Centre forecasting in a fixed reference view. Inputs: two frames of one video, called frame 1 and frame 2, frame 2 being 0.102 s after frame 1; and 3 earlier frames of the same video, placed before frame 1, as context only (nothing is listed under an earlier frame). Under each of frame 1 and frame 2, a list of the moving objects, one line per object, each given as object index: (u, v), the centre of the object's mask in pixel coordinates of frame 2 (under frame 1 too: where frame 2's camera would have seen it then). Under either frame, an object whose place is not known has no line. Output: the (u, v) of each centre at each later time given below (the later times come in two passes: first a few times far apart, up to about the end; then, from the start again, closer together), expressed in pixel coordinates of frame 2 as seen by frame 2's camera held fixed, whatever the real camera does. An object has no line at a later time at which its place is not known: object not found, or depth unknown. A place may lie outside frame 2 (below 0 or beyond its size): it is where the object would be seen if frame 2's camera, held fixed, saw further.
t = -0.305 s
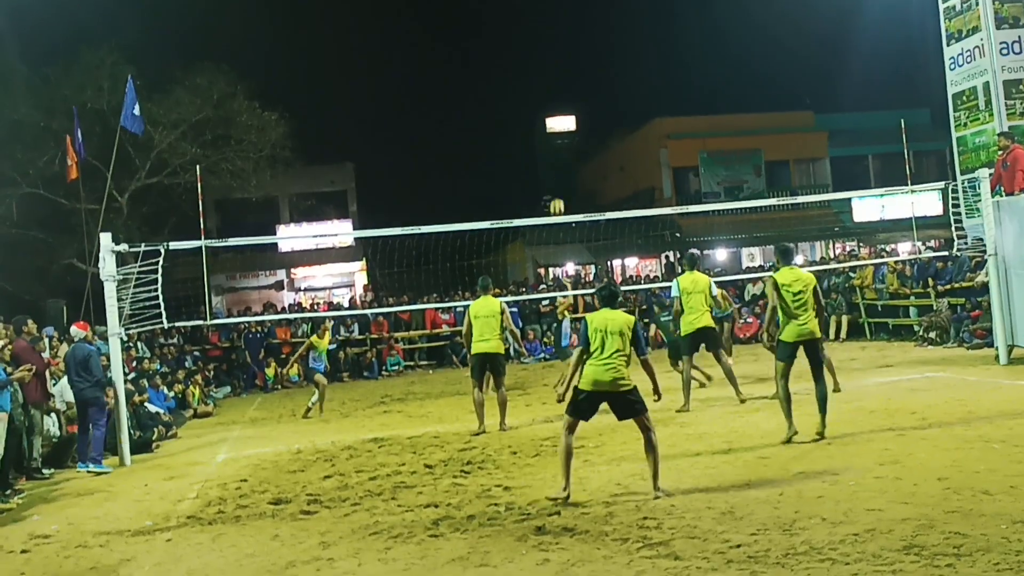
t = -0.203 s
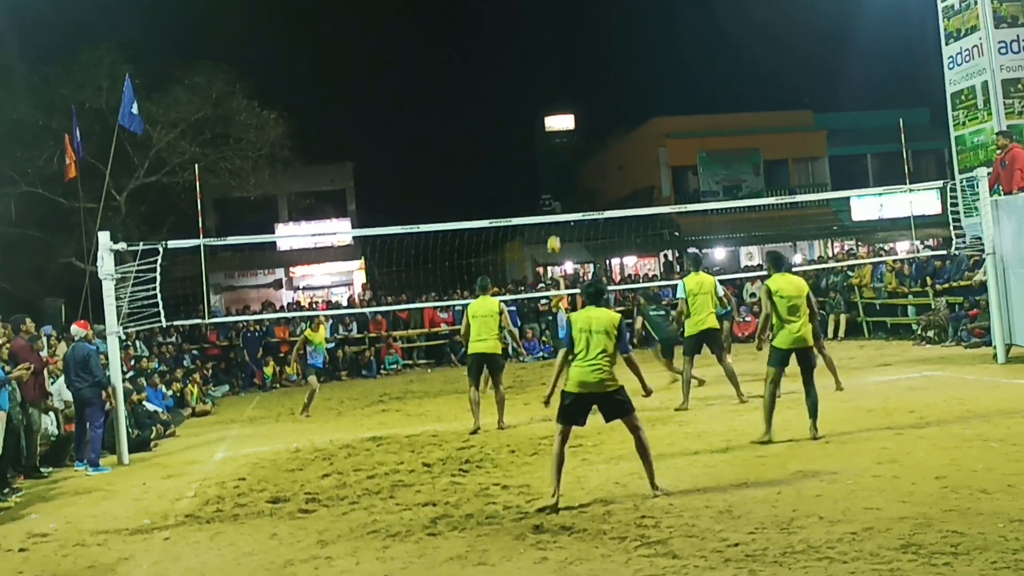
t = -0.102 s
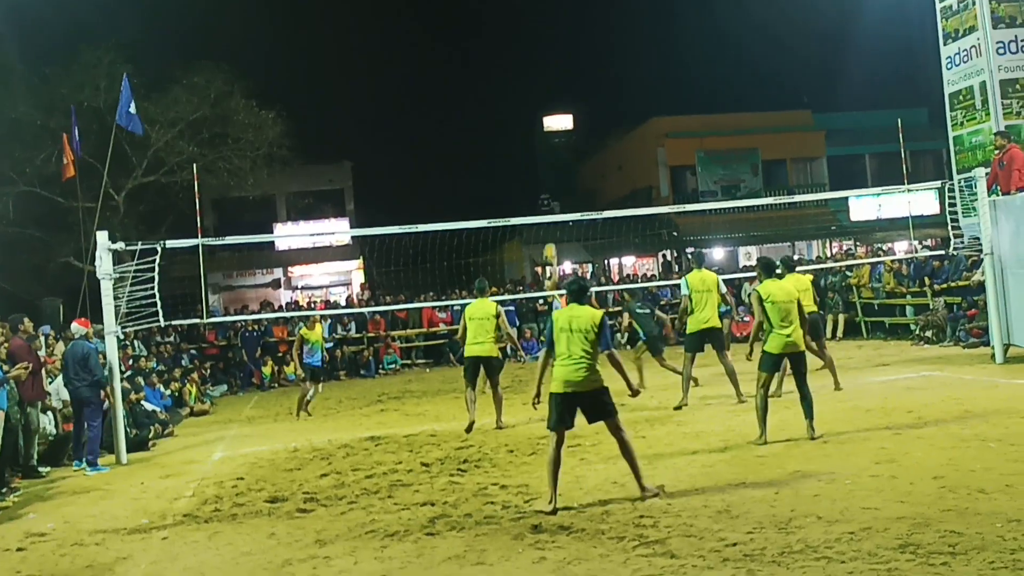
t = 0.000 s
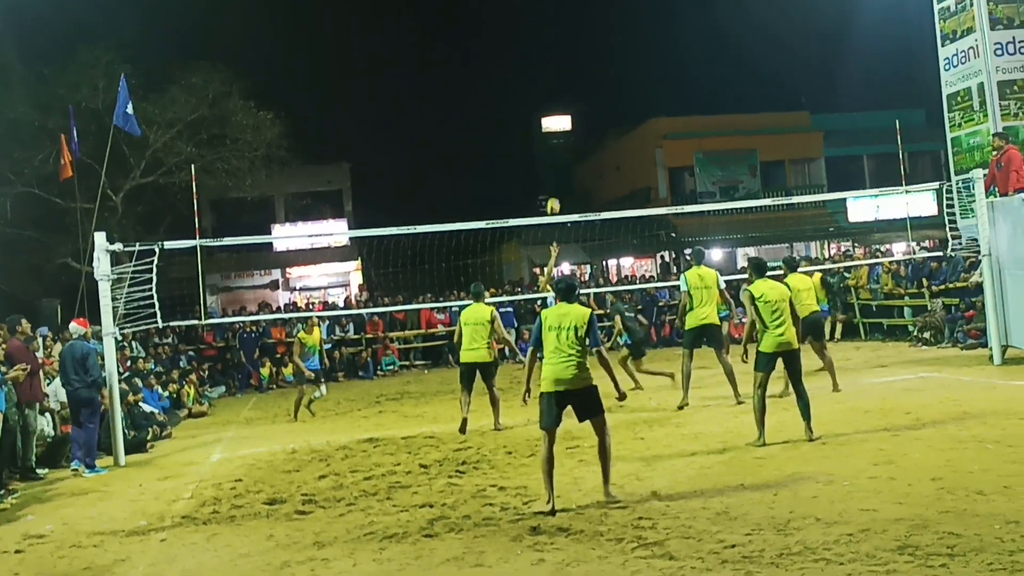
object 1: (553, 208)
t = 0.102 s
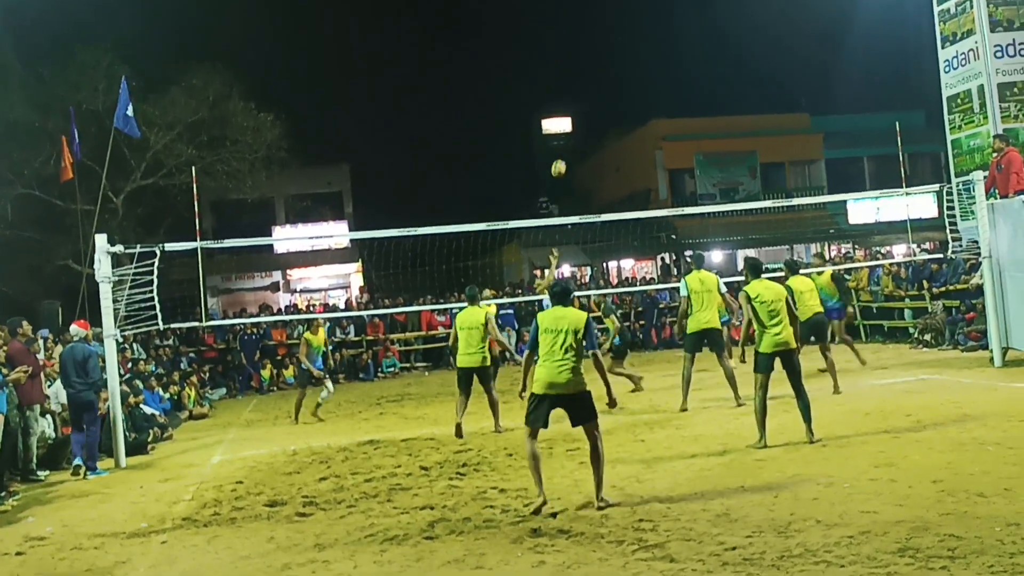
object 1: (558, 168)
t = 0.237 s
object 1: (568, 125)
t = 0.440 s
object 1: (580, 80)
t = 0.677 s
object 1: (599, 61)
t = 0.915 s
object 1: (621, 77)
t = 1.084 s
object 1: (638, 111)
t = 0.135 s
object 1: (560, 156)
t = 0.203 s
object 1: (564, 136)
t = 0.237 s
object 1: (568, 125)
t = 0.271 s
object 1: (569, 115)
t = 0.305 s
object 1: (571, 107)
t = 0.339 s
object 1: (573, 99)
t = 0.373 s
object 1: (575, 92)
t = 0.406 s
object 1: (578, 86)
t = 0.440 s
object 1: (580, 80)
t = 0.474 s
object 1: (582, 75)
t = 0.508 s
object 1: (585, 71)
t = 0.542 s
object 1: (587, 68)
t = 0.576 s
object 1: (590, 65)
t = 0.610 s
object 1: (593, 63)
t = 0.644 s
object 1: (596, 62)
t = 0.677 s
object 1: (599, 61)
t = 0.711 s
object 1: (602, 61)
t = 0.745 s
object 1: (604, 62)
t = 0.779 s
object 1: (607, 64)
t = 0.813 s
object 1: (611, 66)
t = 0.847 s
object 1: (614, 69)
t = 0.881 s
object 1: (617, 73)
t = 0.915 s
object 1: (621, 77)
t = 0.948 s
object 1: (624, 82)
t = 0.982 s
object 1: (627, 89)
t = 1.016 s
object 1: (631, 95)
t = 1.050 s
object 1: (635, 103)
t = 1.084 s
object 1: (638, 111)
